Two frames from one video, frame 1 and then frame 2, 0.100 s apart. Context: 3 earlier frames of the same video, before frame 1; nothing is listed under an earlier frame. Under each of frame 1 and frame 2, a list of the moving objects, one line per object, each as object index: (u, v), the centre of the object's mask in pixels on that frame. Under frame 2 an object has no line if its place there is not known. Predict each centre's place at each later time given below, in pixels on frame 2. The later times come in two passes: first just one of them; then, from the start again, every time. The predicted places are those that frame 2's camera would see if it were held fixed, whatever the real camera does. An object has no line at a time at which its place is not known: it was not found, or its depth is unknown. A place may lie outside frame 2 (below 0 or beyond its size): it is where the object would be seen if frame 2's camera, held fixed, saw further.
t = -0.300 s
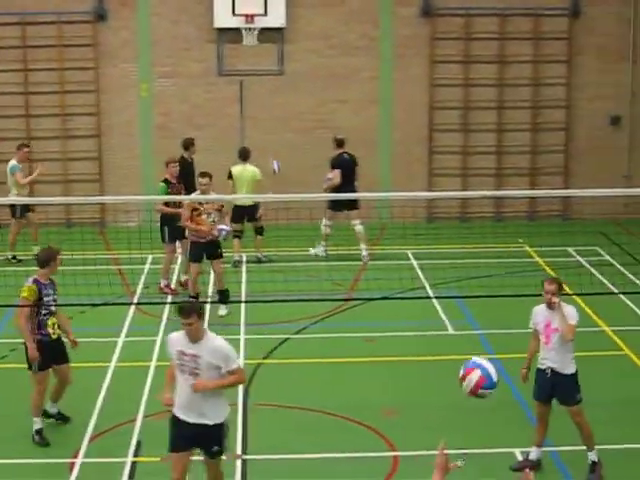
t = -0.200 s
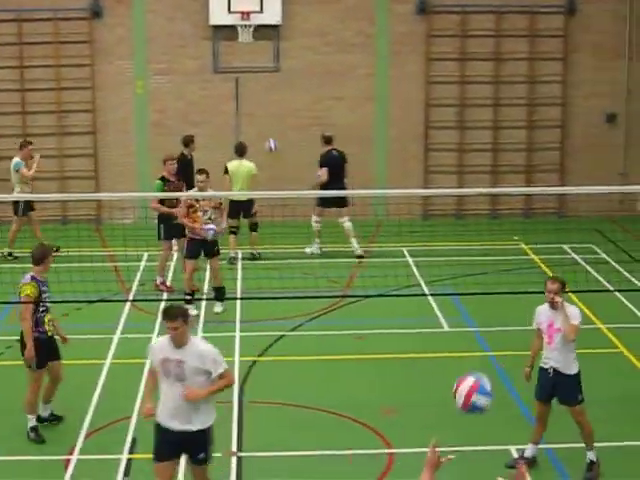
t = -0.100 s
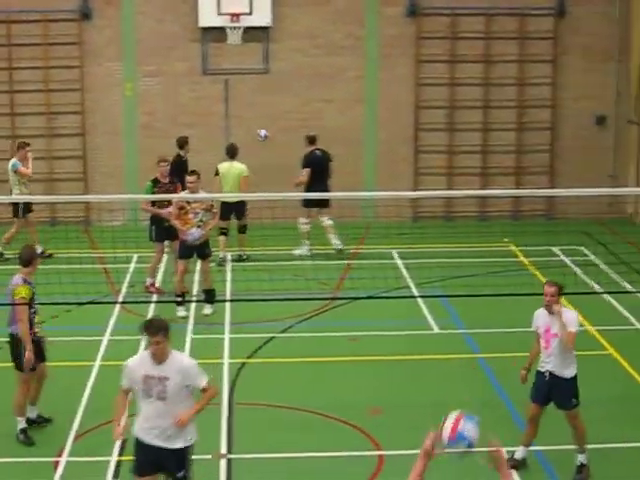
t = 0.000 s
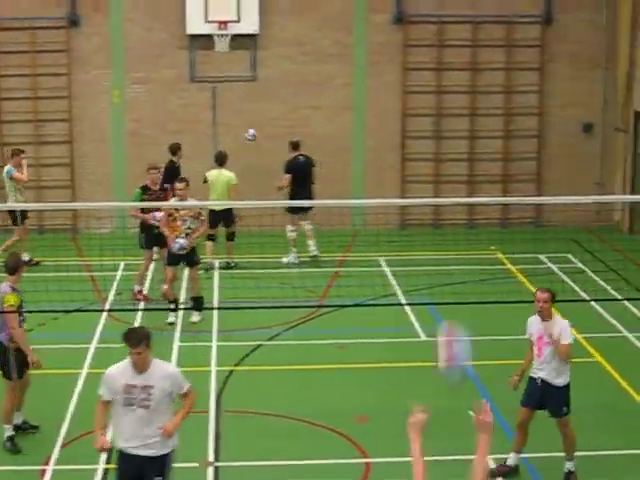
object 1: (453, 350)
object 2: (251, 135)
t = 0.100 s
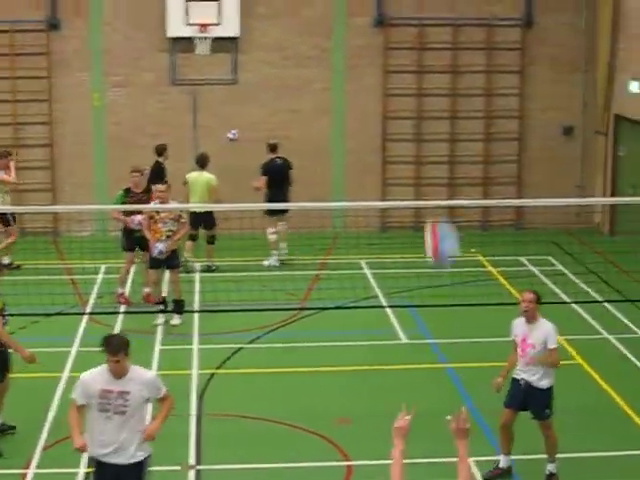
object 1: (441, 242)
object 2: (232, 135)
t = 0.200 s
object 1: (446, 162)
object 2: (234, 139)
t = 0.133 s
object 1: (442, 214)
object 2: (232, 135)
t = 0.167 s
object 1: (445, 182)
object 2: (233, 136)
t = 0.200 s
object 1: (446, 162)
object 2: (234, 139)
